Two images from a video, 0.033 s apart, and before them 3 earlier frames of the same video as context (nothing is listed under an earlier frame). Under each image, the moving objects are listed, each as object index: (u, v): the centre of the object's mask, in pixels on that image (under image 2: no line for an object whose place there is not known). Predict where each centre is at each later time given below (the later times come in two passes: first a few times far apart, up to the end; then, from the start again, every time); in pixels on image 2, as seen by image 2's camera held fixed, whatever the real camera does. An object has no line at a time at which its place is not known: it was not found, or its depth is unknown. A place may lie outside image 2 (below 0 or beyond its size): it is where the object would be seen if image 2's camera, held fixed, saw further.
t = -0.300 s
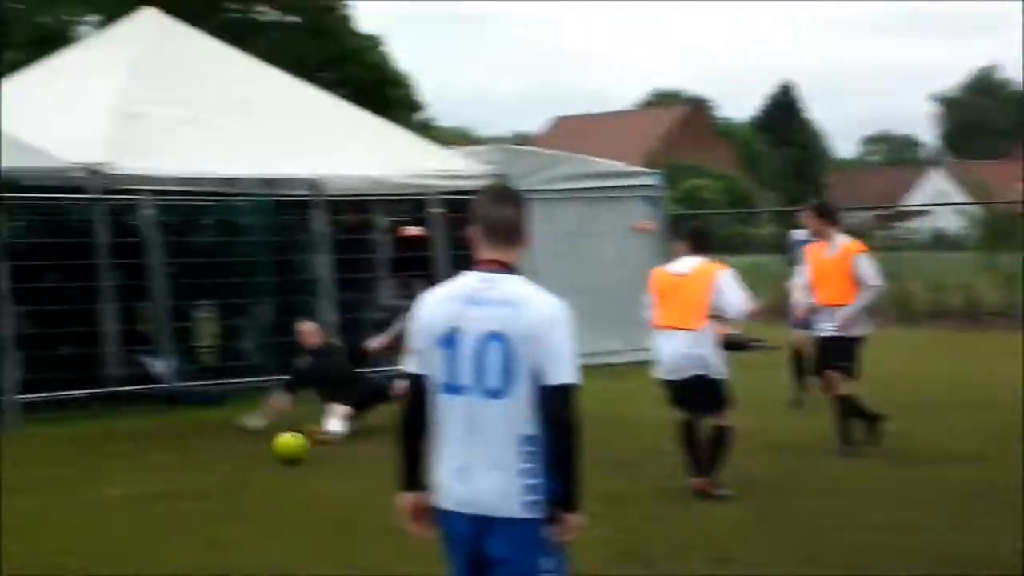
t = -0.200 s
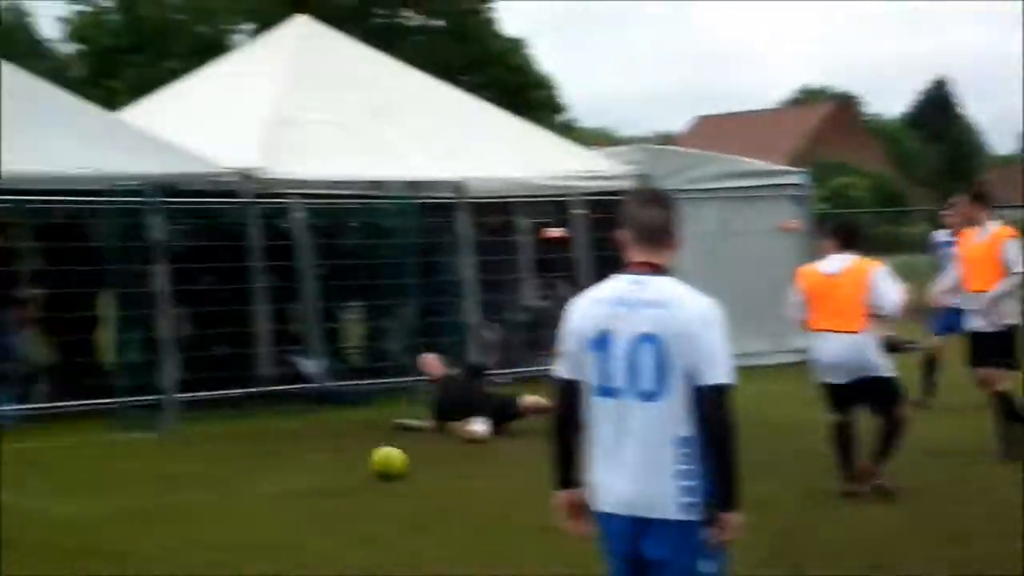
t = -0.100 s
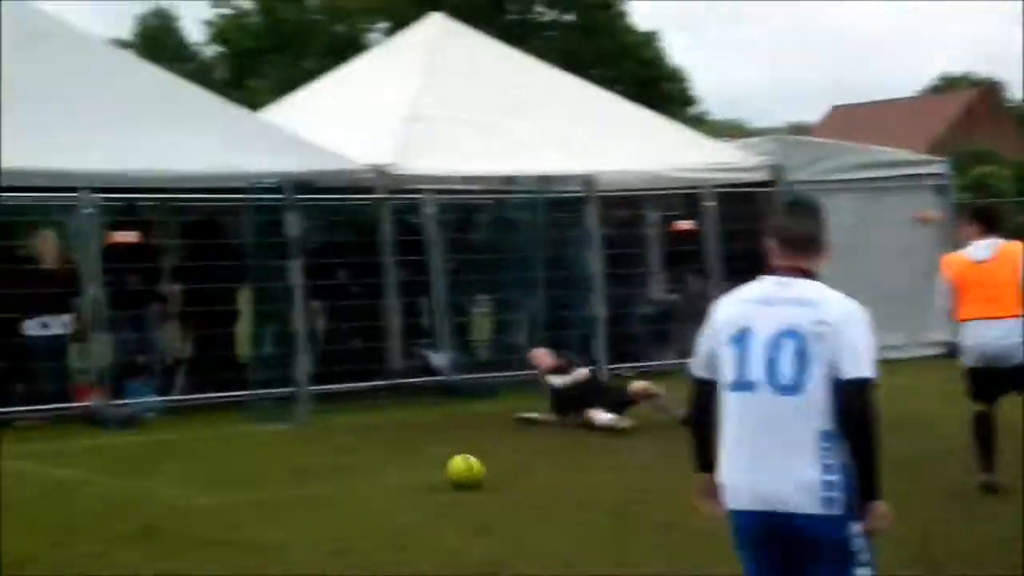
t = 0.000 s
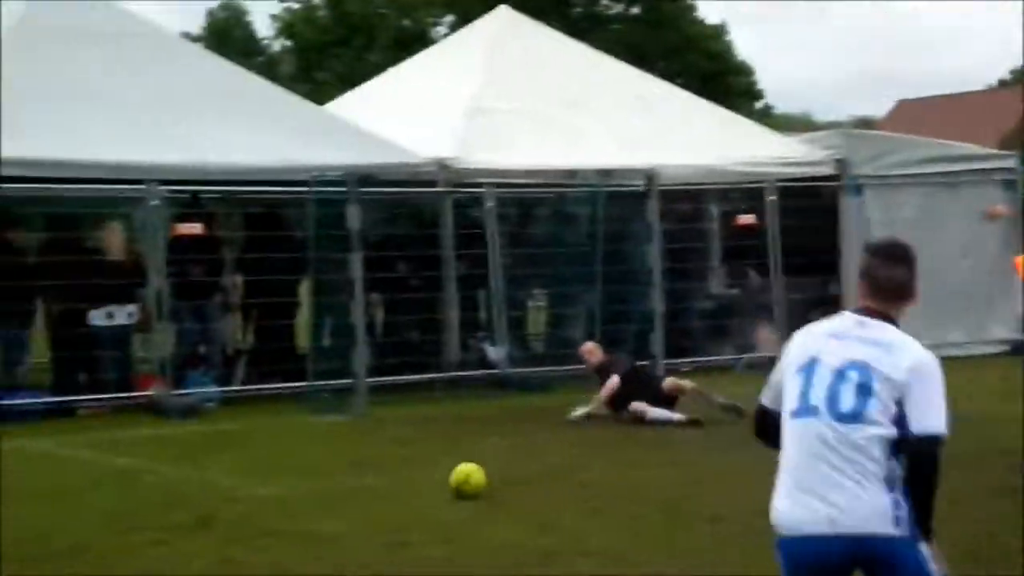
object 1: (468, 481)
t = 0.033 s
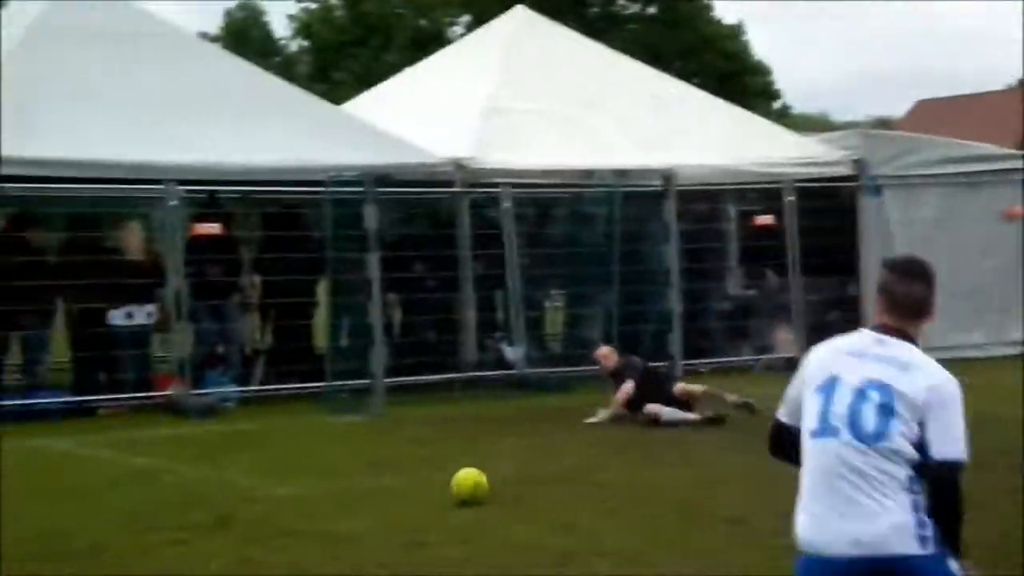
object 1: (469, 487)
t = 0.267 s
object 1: (351, 524)
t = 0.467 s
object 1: (250, 558)
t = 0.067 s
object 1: (452, 492)
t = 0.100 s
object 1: (435, 497)
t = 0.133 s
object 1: (418, 500)
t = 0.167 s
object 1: (402, 506)
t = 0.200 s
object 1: (385, 511)
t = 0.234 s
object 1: (368, 519)
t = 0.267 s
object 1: (351, 524)
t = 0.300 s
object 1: (335, 524)
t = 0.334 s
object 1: (319, 527)
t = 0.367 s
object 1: (303, 533)
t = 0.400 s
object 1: (288, 543)
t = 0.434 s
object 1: (270, 555)
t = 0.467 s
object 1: (250, 558)
